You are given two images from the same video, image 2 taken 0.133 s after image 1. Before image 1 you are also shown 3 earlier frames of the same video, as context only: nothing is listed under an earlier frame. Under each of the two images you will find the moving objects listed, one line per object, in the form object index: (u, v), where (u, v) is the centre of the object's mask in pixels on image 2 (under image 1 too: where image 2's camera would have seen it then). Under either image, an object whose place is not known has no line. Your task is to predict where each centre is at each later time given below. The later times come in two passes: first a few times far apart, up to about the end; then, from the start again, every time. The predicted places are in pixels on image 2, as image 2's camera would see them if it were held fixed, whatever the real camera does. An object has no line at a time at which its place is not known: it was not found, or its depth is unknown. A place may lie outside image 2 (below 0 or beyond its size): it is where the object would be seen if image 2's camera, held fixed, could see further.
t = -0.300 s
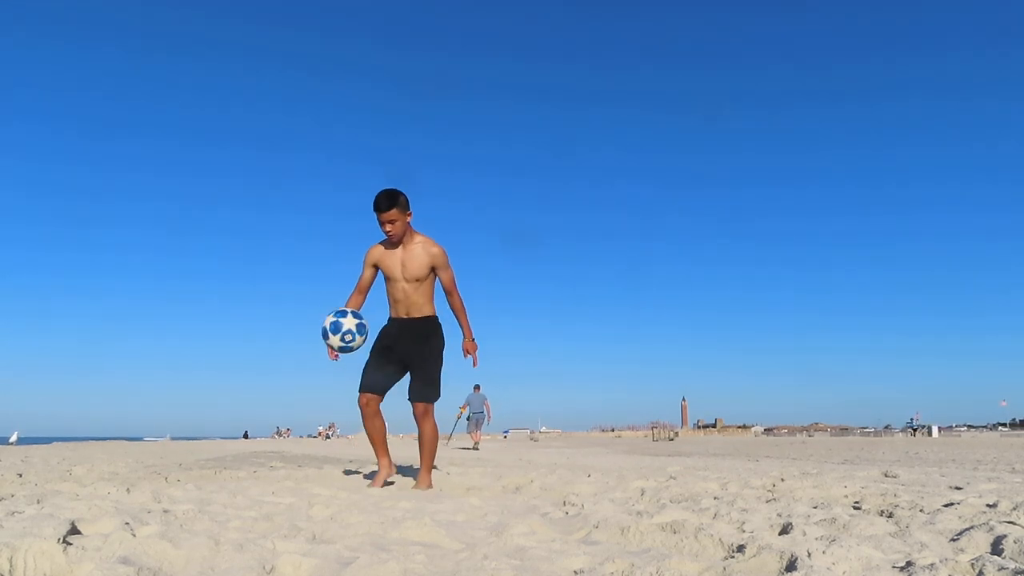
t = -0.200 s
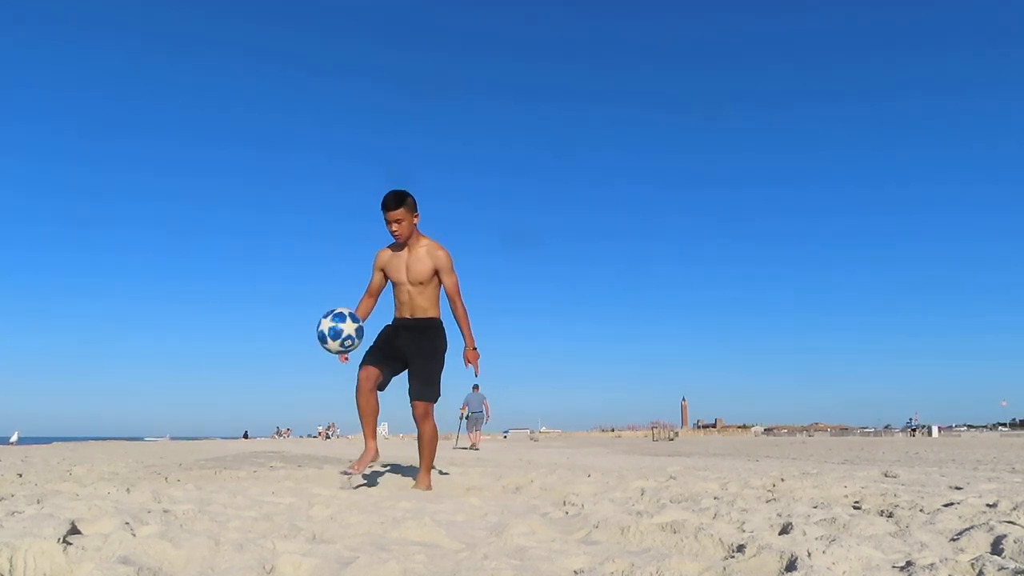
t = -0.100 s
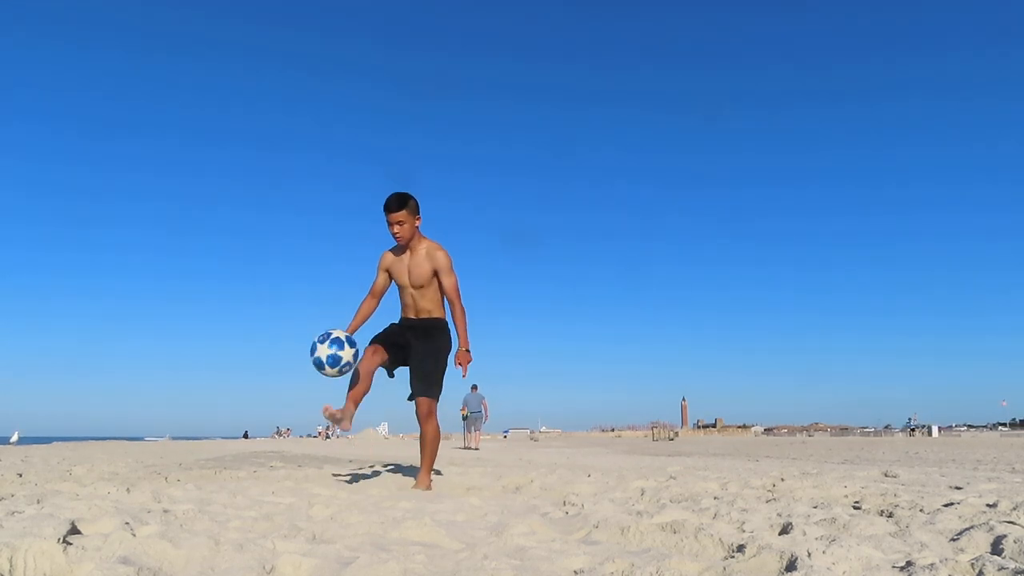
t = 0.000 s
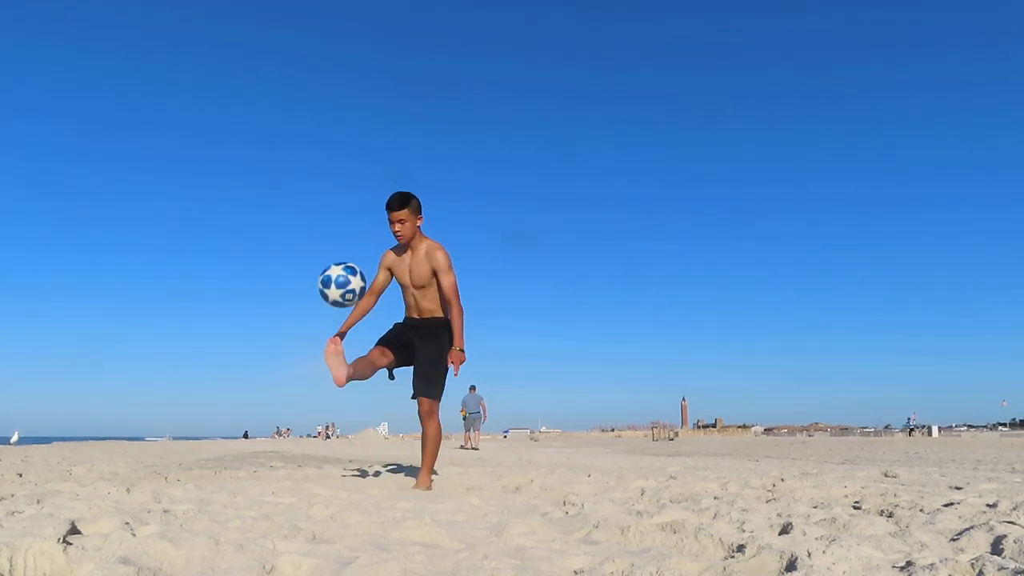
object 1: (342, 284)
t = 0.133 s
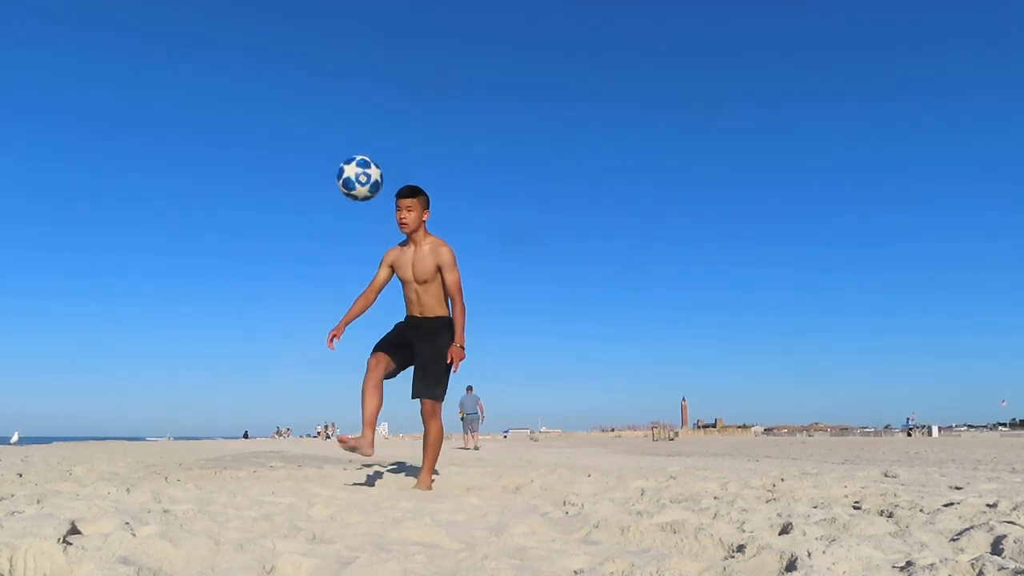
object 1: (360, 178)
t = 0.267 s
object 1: (374, 109)
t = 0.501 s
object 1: (391, 71)
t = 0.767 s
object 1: (400, 154)
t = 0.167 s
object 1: (364, 157)
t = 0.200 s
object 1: (367, 139)
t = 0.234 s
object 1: (370, 123)
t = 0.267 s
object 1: (374, 109)
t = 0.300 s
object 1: (377, 98)
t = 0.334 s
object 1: (380, 88)
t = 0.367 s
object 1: (382, 80)
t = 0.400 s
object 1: (385, 75)
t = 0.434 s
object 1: (387, 72)
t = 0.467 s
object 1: (389, 70)
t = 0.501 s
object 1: (391, 71)
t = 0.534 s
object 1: (393, 73)
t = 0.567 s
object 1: (394, 78)
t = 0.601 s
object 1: (395, 85)
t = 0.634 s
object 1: (396, 94)
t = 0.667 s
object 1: (398, 106)
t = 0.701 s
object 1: (398, 119)
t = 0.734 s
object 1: (399, 135)
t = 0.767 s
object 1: (400, 154)
